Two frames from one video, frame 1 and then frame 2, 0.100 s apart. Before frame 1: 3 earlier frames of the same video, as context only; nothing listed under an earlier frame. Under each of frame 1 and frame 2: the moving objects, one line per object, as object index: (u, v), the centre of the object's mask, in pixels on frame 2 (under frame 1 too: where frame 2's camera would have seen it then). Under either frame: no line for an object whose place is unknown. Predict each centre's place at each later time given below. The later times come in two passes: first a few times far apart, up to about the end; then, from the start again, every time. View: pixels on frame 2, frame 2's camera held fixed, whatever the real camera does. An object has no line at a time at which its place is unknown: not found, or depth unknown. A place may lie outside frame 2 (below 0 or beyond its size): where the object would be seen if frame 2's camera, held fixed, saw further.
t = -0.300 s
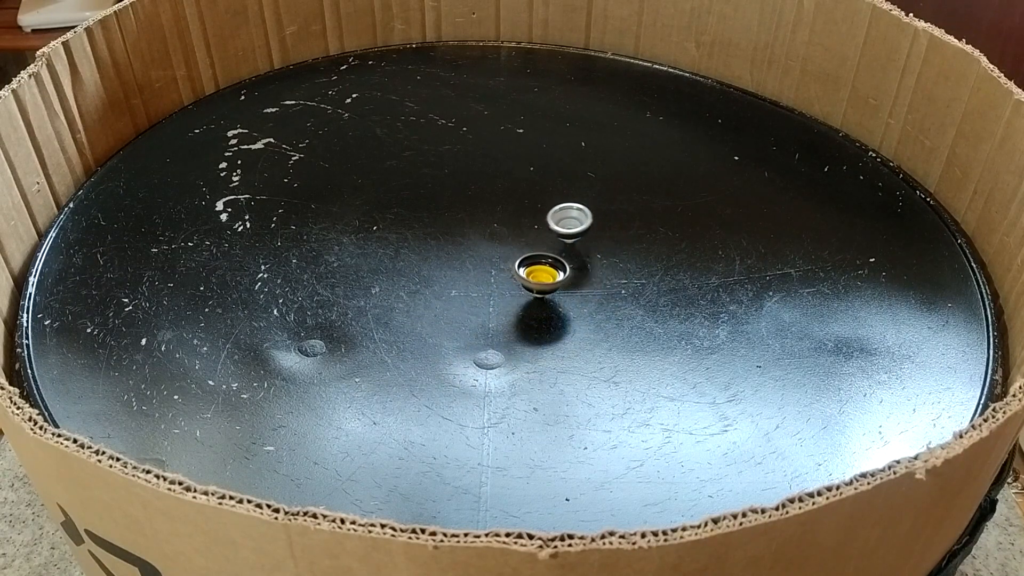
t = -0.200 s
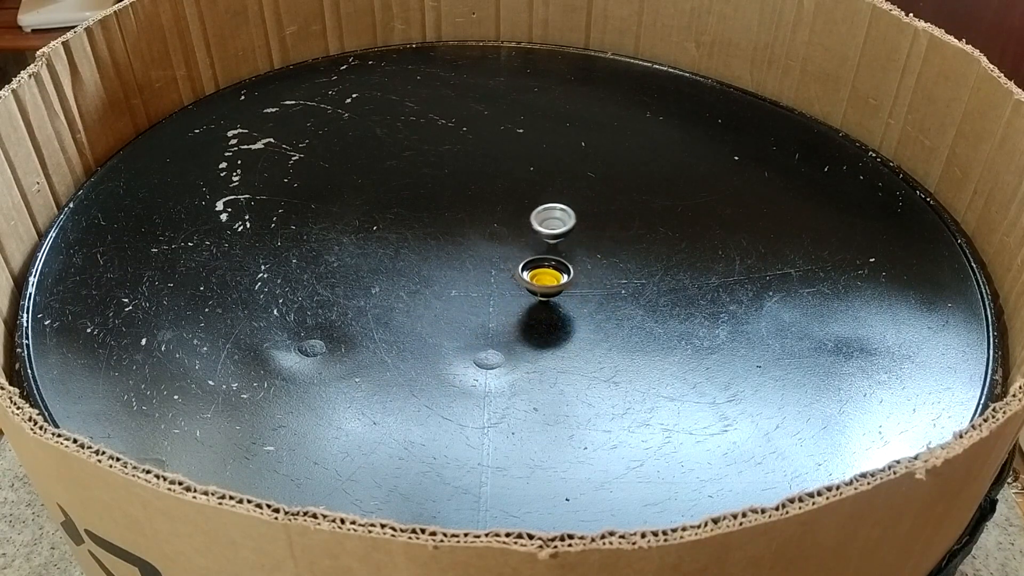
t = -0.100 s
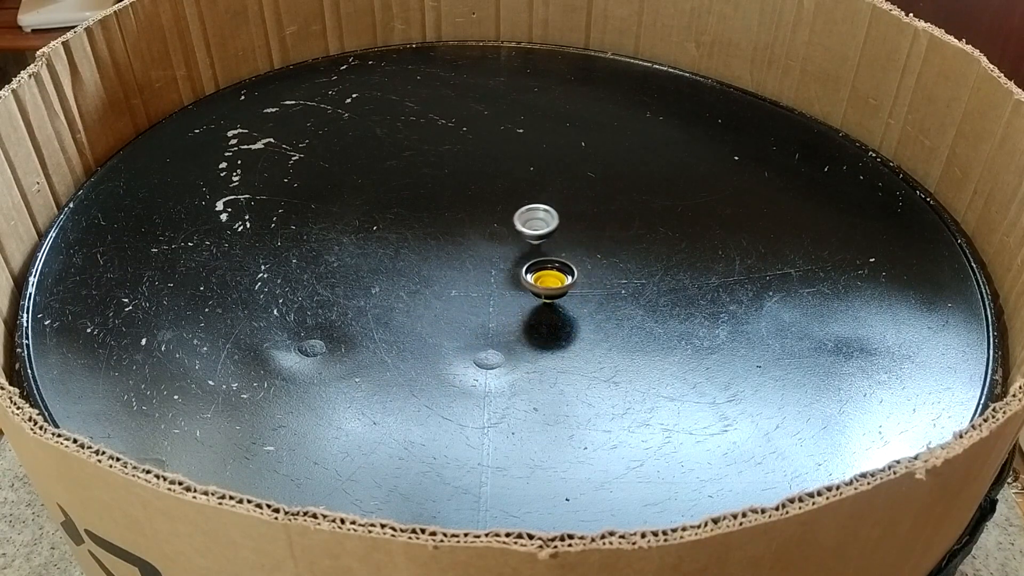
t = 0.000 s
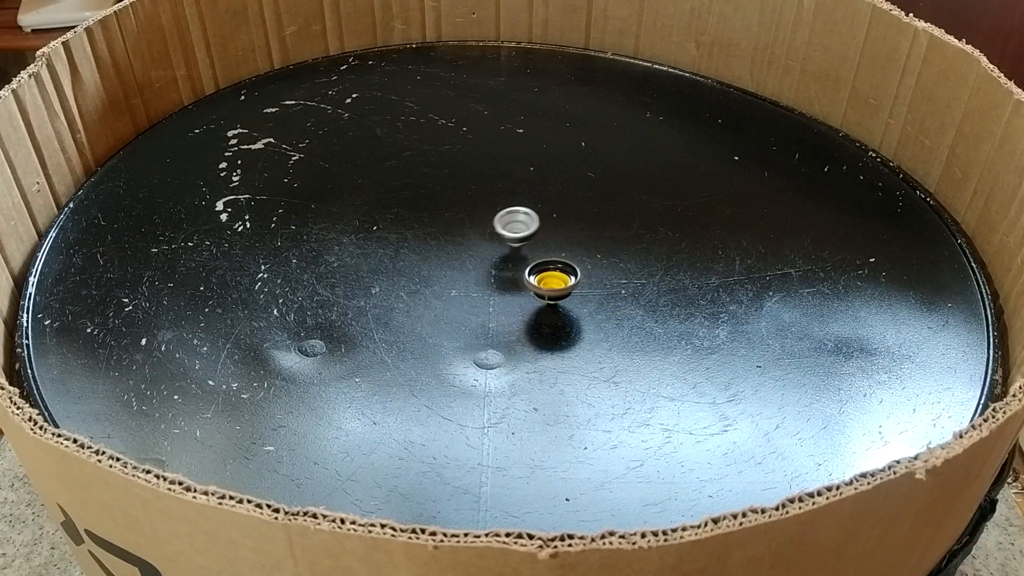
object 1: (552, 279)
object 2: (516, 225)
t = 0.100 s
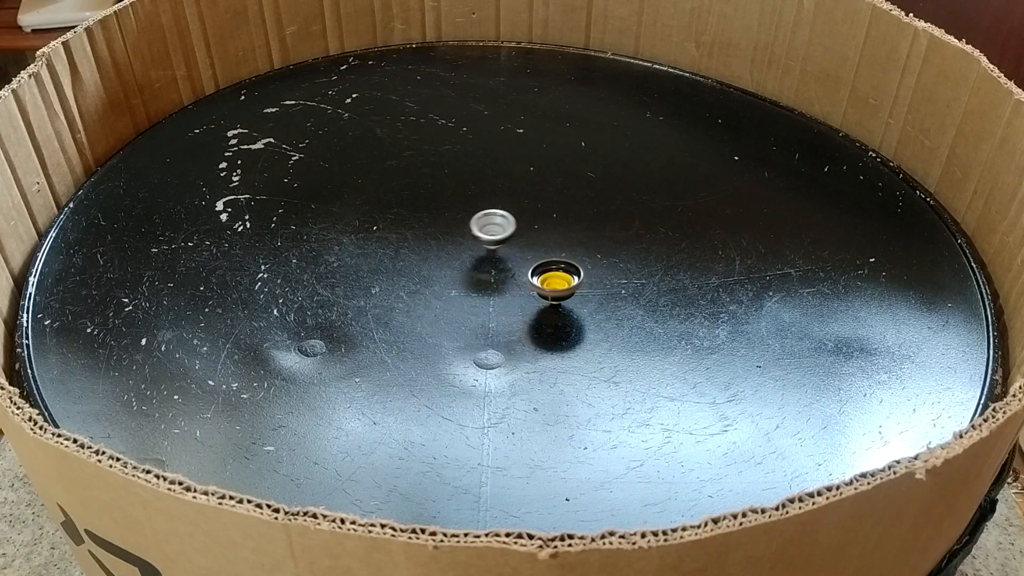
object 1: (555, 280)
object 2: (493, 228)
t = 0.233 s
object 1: (558, 279)
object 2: (465, 224)
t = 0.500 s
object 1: (559, 274)
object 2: (426, 225)
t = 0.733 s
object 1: (553, 268)
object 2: (410, 233)
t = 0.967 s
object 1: (540, 264)
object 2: (404, 251)
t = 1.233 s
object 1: (524, 263)
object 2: (406, 276)
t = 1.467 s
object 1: (508, 266)
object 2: (414, 294)
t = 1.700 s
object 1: (494, 272)
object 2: (432, 308)
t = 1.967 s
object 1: (486, 279)
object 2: (463, 315)
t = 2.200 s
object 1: (489, 275)
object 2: (490, 330)
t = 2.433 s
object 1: (490, 276)
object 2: (504, 325)
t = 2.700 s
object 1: (489, 275)
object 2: (533, 312)
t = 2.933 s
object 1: (488, 273)
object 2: (546, 284)
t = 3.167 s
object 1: (484, 269)
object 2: (563, 255)
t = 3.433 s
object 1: (477, 267)
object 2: (580, 227)
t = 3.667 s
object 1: (472, 265)
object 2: (586, 212)
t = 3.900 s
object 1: (466, 265)
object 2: (576, 212)
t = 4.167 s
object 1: (463, 267)
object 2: (539, 224)
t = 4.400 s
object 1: (463, 268)
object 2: (492, 236)
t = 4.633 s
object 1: (438, 357)
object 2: (484, 173)
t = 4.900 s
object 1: (436, 379)
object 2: (508, 153)
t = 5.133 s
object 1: (450, 374)
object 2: (527, 173)
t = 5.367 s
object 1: (466, 356)
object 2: (522, 211)
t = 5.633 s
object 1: (472, 325)
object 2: (497, 258)
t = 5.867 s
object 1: (461, 314)
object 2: (476, 277)
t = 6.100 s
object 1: (441, 334)
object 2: (451, 282)
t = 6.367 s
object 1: (437, 363)
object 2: (443, 269)
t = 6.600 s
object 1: (441, 367)
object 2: (464, 265)
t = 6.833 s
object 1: (457, 362)
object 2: (491, 270)
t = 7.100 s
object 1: (470, 339)
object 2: (512, 278)
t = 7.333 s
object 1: (465, 315)
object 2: (516, 281)
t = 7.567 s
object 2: (513, 276)
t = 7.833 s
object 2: (511, 264)
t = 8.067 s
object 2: (514, 251)
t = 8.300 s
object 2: (523, 244)
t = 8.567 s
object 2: (523, 246)
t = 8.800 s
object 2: (511, 254)
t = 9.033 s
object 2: (487, 260)
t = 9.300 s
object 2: (472, 252)
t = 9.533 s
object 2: (472, 244)
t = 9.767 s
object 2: (485, 245)
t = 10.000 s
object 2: (493, 256)
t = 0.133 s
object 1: (556, 280)
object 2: (485, 227)
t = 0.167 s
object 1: (557, 279)
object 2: (478, 226)
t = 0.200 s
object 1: (558, 279)
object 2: (471, 225)
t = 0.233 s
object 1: (558, 279)
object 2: (465, 224)
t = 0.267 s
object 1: (559, 279)
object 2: (458, 223)
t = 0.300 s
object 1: (559, 278)
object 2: (453, 222)
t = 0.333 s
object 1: (560, 278)
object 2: (447, 223)
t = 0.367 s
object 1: (560, 277)
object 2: (443, 223)
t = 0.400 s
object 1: (560, 276)
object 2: (438, 223)
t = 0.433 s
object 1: (560, 275)
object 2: (434, 224)
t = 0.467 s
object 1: (560, 274)
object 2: (429, 224)
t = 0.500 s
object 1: (559, 274)
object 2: (426, 225)
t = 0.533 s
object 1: (559, 273)
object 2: (423, 225)
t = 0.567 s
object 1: (558, 272)
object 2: (420, 226)
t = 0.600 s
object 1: (557, 272)
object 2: (418, 227)
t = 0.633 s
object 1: (556, 271)
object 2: (415, 228)
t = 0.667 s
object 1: (555, 270)
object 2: (413, 230)
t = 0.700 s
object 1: (554, 269)
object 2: (412, 232)
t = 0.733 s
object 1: (553, 268)
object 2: (410, 233)
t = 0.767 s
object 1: (551, 267)
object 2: (409, 235)
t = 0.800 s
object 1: (550, 267)
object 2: (408, 237)
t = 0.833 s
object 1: (548, 266)
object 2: (407, 240)
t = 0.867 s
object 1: (547, 265)
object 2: (406, 243)
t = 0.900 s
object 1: (545, 265)
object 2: (405, 245)
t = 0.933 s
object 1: (543, 264)
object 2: (404, 248)
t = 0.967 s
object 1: (540, 264)
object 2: (404, 251)
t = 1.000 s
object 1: (539, 264)
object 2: (404, 254)
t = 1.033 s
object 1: (537, 263)
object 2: (403, 257)
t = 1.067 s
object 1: (535, 263)
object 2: (403, 260)
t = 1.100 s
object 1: (533, 263)
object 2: (404, 263)
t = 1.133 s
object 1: (531, 263)
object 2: (404, 266)
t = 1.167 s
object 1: (529, 263)
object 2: (405, 269)
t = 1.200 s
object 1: (526, 263)
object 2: (405, 273)
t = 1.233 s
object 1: (524, 263)
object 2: (406, 276)
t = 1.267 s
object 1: (522, 263)
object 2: (406, 279)
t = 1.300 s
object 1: (520, 263)
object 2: (407, 281)
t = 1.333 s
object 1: (516, 264)
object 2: (408, 283)
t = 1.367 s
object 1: (514, 264)
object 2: (409, 286)
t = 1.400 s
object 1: (512, 265)
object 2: (411, 289)
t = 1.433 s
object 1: (510, 266)
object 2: (413, 292)
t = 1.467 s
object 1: (508, 266)
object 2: (414, 294)
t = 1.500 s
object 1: (506, 267)
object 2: (416, 296)
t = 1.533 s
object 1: (503, 268)
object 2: (418, 299)
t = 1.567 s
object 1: (501, 268)
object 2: (421, 301)
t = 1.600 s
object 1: (499, 269)
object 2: (423, 304)
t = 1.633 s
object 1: (497, 270)
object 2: (425, 305)
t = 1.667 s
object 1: (496, 271)
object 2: (428, 307)
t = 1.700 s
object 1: (494, 272)
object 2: (432, 308)
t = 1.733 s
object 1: (492, 273)
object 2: (435, 310)
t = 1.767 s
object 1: (491, 274)
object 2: (438, 311)
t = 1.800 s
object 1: (490, 275)
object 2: (442, 312)
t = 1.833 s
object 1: (489, 276)
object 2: (445, 313)
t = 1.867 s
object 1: (488, 277)
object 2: (450, 313)
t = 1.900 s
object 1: (487, 279)
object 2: (454, 313)
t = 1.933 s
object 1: (487, 279)
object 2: (459, 313)
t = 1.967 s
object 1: (486, 279)
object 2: (463, 315)
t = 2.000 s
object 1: (487, 276)
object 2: (466, 319)
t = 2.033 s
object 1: (488, 274)
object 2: (470, 322)
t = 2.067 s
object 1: (488, 274)
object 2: (474, 324)
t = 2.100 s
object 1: (488, 274)
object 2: (479, 326)
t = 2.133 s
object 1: (489, 275)
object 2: (484, 327)
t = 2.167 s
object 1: (489, 275)
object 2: (488, 329)
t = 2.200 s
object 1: (489, 275)
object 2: (490, 330)
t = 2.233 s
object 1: (489, 275)
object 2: (491, 331)
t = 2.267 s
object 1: (490, 275)
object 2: (493, 331)
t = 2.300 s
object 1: (490, 275)
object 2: (495, 330)
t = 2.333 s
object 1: (490, 275)
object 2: (496, 329)
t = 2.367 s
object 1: (490, 275)
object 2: (496, 327)
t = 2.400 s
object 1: (490, 276)
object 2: (500, 325)
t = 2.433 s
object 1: (490, 276)
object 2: (504, 325)
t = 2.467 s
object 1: (489, 276)
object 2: (509, 324)
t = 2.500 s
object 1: (489, 276)
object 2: (514, 324)
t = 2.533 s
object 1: (489, 275)
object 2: (518, 324)
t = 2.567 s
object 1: (489, 275)
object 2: (522, 322)
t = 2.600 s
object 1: (489, 275)
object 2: (525, 321)
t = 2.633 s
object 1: (489, 275)
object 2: (528, 318)
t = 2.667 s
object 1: (489, 275)
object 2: (531, 315)
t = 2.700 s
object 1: (489, 275)
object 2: (533, 312)
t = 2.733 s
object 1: (489, 275)
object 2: (534, 309)
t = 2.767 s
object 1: (489, 275)
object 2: (535, 305)
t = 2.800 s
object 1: (489, 274)
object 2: (537, 301)
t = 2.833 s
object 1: (489, 274)
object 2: (540, 297)
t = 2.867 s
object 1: (489, 274)
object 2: (542, 292)
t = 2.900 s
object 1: (489, 273)
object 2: (544, 288)
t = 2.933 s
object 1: (488, 273)
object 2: (546, 284)
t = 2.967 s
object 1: (488, 273)
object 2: (549, 280)
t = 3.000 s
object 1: (488, 272)
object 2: (551, 275)
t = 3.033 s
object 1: (487, 272)
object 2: (554, 271)
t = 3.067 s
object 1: (486, 271)
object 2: (556, 268)
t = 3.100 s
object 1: (485, 270)
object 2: (558, 263)
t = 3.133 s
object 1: (484, 270)
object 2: (561, 259)
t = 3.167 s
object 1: (484, 269)
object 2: (563, 255)
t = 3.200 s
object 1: (483, 269)
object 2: (566, 251)
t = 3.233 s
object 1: (483, 268)
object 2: (569, 248)
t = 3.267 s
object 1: (482, 268)
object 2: (571, 244)
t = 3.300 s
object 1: (481, 268)
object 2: (573, 240)
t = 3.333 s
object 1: (480, 268)
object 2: (575, 237)
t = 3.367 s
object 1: (479, 268)
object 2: (577, 233)
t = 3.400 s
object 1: (478, 267)
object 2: (578, 230)
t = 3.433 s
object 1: (477, 267)
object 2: (580, 227)
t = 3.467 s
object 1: (476, 267)
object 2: (581, 224)
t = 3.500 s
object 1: (476, 267)
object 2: (583, 222)
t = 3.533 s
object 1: (475, 267)
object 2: (584, 219)
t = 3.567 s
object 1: (474, 266)
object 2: (585, 217)
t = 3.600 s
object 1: (474, 266)
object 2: (586, 215)
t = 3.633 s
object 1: (473, 266)
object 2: (586, 213)
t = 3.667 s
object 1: (472, 265)
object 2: (586, 212)
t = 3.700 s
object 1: (471, 265)
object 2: (586, 211)
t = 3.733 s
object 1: (471, 265)
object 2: (585, 210)
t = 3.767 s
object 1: (470, 266)
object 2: (584, 210)
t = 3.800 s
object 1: (469, 266)
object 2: (583, 210)
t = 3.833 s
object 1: (468, 265)
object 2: (581, 210)
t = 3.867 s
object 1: (467, 265)
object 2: (579, 211)
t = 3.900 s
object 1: (466, 265)
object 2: (576, 212)
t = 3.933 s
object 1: (466, 266)
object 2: (573, 214)
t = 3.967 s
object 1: (466, 266)
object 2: (569, 215)
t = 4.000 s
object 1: (465, 266)
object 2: (565, 217)
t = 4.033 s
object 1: (465, 266)
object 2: (561, 218)
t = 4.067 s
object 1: (465, 266)
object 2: (555, 220)
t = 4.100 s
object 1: (464, 266)
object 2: (550, 221)
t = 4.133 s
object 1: (463, 267)
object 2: (545, 223)
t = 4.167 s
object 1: (463, 267)
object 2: (539, 224)
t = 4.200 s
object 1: (463, 268)
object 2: (533, 226)
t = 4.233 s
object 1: (463, 268)
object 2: (527, 228)
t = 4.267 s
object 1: (463, 268)
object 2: (520, 230)
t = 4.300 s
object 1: (463, 268)
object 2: (513, 232)
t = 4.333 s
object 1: (462, 268)
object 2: (506, 234)
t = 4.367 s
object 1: (463, 268)
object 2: (499, 235)
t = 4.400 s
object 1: (463, 268)
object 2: (492, 236)
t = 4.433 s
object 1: (463, 268)
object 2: (485, 235)
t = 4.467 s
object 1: (461, 278)
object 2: (479, 226)
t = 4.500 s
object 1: (455, 297)
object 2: (478, 212)
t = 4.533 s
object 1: (449, 316)
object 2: (477, 199)
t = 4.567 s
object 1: (444, 333)
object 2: (479, 188)
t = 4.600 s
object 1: (440, 345)
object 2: (481, 180)
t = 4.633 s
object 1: (438, 357)
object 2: (484, 173)
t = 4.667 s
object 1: (436, 366)
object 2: (486, 168)
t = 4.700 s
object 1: (435, 371)
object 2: (489, 164)
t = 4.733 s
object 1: (435, 375)
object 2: (491, 161)
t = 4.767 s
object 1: (435, 377)
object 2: (494, 158)
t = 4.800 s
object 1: (435, 378)
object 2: (497, 156)
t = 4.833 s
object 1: (435, 379)
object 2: (501, 155)
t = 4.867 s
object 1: (435, 379)
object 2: (505, 154)
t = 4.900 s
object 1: (436, 379)
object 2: (508, 153)
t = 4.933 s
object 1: (437, 379)
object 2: (512, 154)
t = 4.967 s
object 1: (439, 379)
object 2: (516, 155)
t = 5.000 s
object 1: (441, 378)
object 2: (519, 157)
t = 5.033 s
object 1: (443, 377)
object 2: (522, 160)
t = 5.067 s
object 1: (445, 376)
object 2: (524, 164)
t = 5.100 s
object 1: (447, 375)
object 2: (526, 168)
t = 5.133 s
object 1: (450, 374)
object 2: (527, 173)
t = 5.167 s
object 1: (453, 372)
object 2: (527, 178)
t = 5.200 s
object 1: (455, 370)
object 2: (527, 183)
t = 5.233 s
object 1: (458, 368)
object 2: (527, 188)
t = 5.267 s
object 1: (460, 365)
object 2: (526, 193)
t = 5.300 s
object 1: (462, 363)
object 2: (525, 198)
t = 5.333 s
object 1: (465, 360)
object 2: (523, 204)
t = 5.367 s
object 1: (466, 356)
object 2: (522, 211)
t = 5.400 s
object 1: (468, 353)
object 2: (520, 217)
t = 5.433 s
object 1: (470, 350)
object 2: (518, 223)
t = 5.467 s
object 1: (471, 345)
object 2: (514, 229)
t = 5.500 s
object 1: (472, 341)
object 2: (511, 235)
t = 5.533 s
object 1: (473, 337)
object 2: (507, 241)
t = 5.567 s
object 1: (473, 333)
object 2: (504, 247)
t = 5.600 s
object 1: (472, 329)
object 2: (501, 253)
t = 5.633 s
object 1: (472, 325)
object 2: (497, 258)
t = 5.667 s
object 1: (471, 321)
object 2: (494, 263)
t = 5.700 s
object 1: (471, 317)
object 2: (490, 269)
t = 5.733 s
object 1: (470, 314)
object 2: (487, 273)
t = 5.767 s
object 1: (468, 313)
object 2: (484, 275)
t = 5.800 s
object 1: (466, 313)
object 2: (482, 275)
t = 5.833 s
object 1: (463, 316)
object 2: (479, 276)
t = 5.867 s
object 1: (461, 314)
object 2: (476, 277)
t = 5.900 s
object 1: (458, 315)
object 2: (473, 280)
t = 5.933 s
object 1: (453, 313)
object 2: (471, 282)
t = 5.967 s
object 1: (448, 318)
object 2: (467, 283)
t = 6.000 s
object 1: (445, 320)
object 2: (462, 284)
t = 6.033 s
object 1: (442, 320)
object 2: (459, 286)
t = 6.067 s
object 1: (441, 323)
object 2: (455, 284)
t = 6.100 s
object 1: (441, 334)
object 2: (451, 282)
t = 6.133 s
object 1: (439, 337)
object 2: (449, 278)
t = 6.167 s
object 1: (438, 348)
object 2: (446, 275)
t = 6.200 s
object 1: (438, 354)
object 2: (444, 273)
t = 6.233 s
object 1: (436, 359)
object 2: (442, 272)
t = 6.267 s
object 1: (437, 361)
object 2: (442, 271)
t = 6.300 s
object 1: (437, 362)
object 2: (441, 270)
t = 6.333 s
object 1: (437, 363)
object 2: (442, 269)
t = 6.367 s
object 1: (437, 363)
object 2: (443, 269)
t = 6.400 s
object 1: (437, 364)
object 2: (445, 268)
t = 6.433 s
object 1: (437, 364)
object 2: (448, 267)
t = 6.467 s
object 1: (437, 365)
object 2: (451, 266)
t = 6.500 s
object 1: (437, 365)
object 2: (455, 266)
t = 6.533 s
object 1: (438, 366)
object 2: (458, 266)
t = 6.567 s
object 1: (440, 366)
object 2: (462, 265)
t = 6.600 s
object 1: (441, 367)
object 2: (464, 265)
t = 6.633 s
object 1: (443, 367)
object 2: (467, 265)
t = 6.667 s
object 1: (445, 367)
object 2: (471, 265)
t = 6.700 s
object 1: (448, 366)
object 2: (475, 266)
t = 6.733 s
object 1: (450, 366)
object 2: (480, 266)
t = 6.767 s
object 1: (453, 365)
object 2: (484, 267)
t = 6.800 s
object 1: (455, 363)
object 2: (488, 268)
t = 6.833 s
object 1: (457, 362)
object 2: (491, 270)
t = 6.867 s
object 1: (460, 360)
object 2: (494, 271)
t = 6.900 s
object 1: (462, 358)
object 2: (497, 272)
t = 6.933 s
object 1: (464, 355)
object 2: (500, 273)
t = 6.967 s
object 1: (466, 352)
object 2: (503, 273)
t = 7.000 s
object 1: (468, 349)
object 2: (506, 275)
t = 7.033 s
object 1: (469, 346)
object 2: (508, 276)
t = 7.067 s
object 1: (469, 342)
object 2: (510, 277)
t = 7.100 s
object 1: (470, 339)
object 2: (512, 278)
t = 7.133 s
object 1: (470, 336)
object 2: (513, 279)
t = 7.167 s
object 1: (470, 332)
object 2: (515, 280)
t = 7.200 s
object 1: (470, 328)
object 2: (515, 280)
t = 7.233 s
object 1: (469, 325)
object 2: (516, 281)
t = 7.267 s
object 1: (468, 321)
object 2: (516, 281)
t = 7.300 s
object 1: (467, 318)
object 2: (516, 281)
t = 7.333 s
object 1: (465, 315)
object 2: (516, 281)
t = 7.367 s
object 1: (463, 312)
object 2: (516, 281)
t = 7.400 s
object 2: (515, 281)
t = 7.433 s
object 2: (515, 281)
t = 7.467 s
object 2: (515, 280)
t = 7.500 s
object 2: (515, 279)
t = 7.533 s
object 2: (514, 278)
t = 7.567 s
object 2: (513, 276)
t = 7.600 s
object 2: (513, 275)
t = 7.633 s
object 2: (512, 274)
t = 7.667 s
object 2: (512, 272)
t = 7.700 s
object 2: (511, 271)
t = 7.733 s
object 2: (511, 269)
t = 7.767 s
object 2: (510, 268)
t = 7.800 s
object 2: (510, 266)
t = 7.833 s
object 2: (511, 264)
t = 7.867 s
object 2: (511, 263)
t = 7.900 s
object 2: (511, 260)
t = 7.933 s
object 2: (512, 258)
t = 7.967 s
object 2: (512, 256)
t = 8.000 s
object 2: (512, 255)
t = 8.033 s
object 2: (513, 253)
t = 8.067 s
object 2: (514, 251)
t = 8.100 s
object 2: (516, 250)
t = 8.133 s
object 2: (517, 248)
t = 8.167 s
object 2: (518, 247)
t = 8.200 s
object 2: (519, 246)
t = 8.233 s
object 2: (521, 245)
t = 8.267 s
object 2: (522, 244)
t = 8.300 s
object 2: (523, 244)
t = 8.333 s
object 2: (523, 243)
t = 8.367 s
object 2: (523, 243)
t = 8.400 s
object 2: (523, 243)
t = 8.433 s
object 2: (523, 243)
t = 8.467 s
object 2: (523, 243)
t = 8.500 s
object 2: (523, 244)
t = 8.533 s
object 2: (523, 245)
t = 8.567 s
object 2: (523, 246)
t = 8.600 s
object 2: (522, 247)
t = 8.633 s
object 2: (521, 248)
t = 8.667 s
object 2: (519, 250)
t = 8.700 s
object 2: (517, 251)
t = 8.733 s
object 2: (515, 251)
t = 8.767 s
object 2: (513, 253)
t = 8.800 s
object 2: (511, 254)
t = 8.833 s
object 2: (508, 255)
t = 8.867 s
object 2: (505, 256)
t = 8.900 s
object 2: (502, 257)
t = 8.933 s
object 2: (498, 258)
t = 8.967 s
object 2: (495, 259)
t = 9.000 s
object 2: (491, 260)
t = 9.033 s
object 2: (487, 260)
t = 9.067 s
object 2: (483, 261)
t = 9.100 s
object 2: (480, 261)
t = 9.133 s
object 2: (478, 259)
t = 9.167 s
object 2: (476, 257)
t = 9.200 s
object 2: (475, 256)
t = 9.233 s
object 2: (474, 255)
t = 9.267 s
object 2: (472, 253)
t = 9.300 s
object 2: (472, 252)
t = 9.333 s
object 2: (471, 250)
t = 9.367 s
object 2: (470, 249)
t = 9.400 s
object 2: (470, 248)
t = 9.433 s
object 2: (470, 246)
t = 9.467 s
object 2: (470, 245)
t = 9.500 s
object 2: (471, 244)
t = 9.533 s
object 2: (472, 244)
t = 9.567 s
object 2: (473, 243)
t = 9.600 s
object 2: (474, 242)
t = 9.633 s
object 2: (477, 242)
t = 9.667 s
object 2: (479, 242)
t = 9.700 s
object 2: (481, 243)
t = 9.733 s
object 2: (483, 244)
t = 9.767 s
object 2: (485, 245)
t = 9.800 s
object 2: (486, 246)
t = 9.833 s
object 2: (488, 248)
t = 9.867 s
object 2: (490, 250)
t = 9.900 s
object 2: (492, 251)
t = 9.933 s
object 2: (492, 253)
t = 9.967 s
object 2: (493, 254)
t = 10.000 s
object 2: (493, 256)
